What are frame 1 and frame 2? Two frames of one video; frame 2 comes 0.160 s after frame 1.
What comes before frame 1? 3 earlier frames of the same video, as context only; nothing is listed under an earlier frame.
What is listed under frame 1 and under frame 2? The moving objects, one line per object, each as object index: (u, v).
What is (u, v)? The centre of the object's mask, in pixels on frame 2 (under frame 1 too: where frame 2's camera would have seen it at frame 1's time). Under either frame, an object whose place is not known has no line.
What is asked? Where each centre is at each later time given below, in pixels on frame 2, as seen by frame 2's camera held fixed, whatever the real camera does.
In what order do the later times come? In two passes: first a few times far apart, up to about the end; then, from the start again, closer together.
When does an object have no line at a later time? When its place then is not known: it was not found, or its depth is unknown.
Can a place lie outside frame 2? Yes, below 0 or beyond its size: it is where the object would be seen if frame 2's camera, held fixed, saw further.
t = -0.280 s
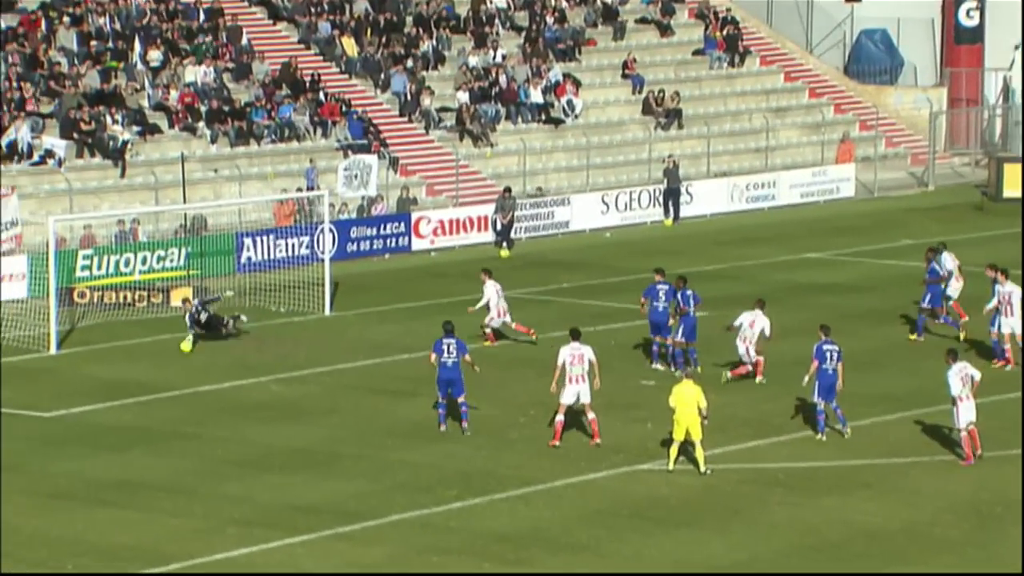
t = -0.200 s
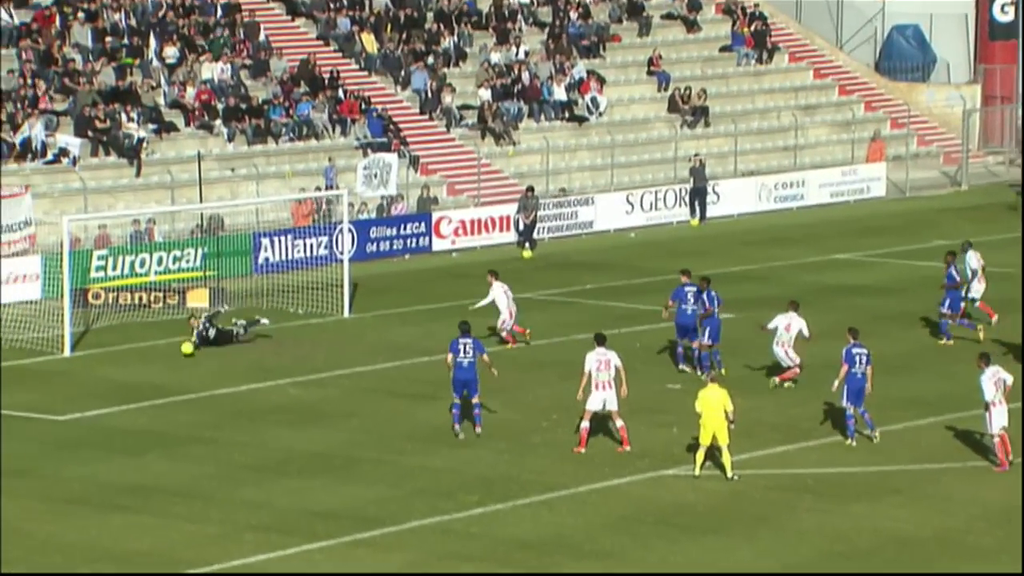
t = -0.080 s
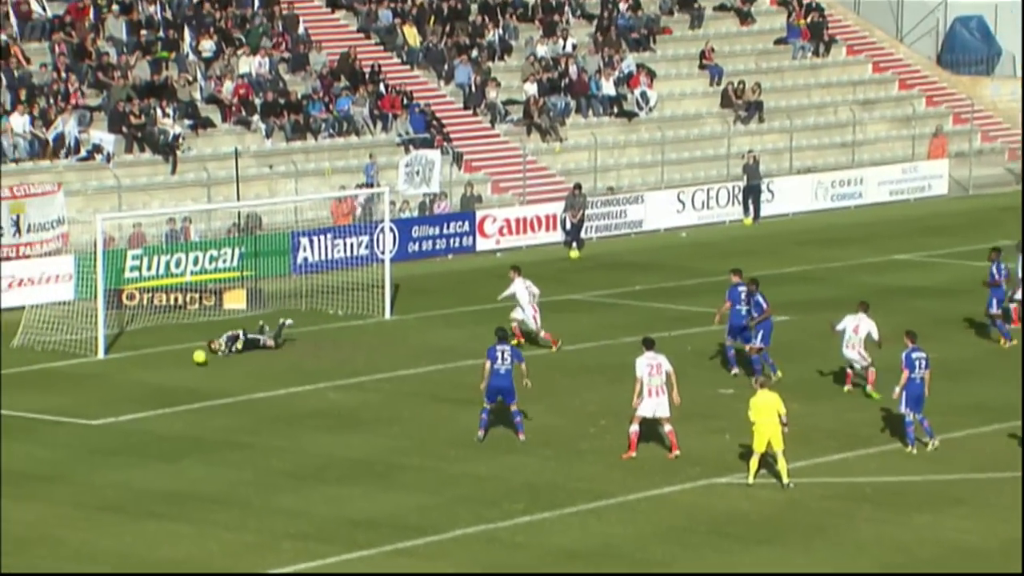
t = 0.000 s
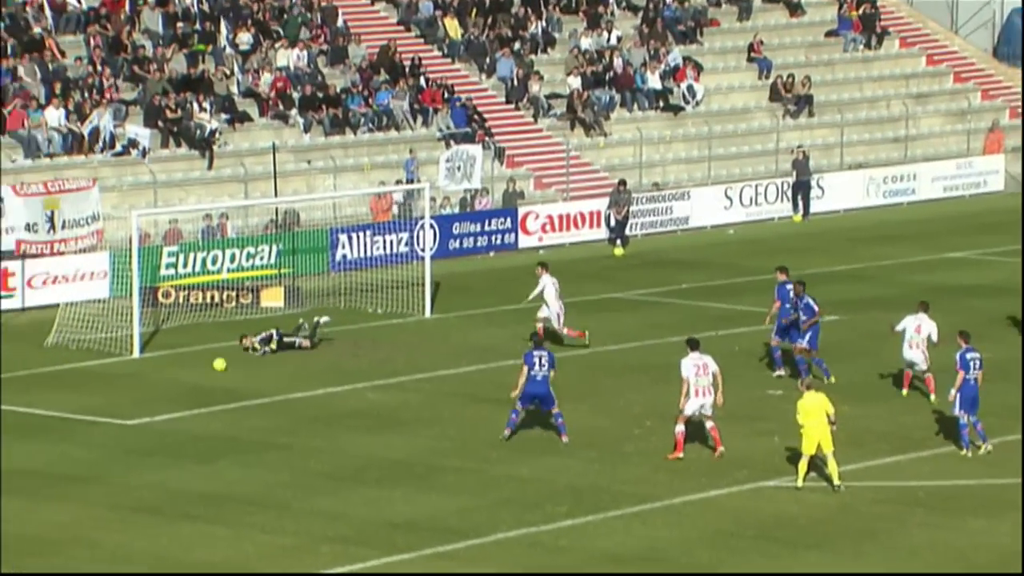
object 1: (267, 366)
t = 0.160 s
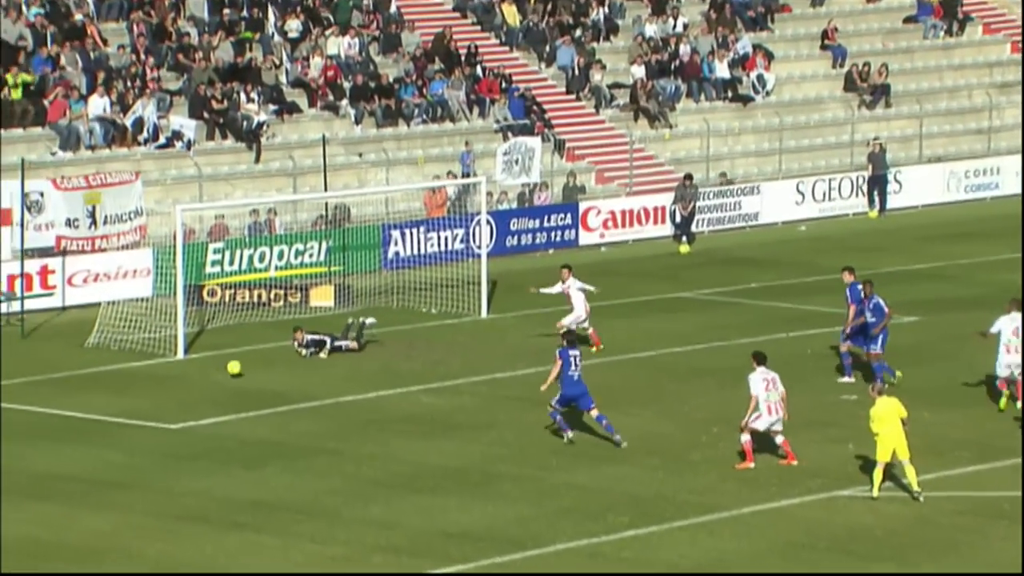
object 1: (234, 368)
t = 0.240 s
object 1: (217, 373)
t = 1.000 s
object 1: (47, 410)
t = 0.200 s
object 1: (225, 370)
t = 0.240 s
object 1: (217, 373)
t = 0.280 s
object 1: (209, 377)
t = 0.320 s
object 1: (201, 381)
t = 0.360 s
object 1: (192, 381)
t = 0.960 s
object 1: (56, 408)
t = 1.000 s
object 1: (47, 410)
